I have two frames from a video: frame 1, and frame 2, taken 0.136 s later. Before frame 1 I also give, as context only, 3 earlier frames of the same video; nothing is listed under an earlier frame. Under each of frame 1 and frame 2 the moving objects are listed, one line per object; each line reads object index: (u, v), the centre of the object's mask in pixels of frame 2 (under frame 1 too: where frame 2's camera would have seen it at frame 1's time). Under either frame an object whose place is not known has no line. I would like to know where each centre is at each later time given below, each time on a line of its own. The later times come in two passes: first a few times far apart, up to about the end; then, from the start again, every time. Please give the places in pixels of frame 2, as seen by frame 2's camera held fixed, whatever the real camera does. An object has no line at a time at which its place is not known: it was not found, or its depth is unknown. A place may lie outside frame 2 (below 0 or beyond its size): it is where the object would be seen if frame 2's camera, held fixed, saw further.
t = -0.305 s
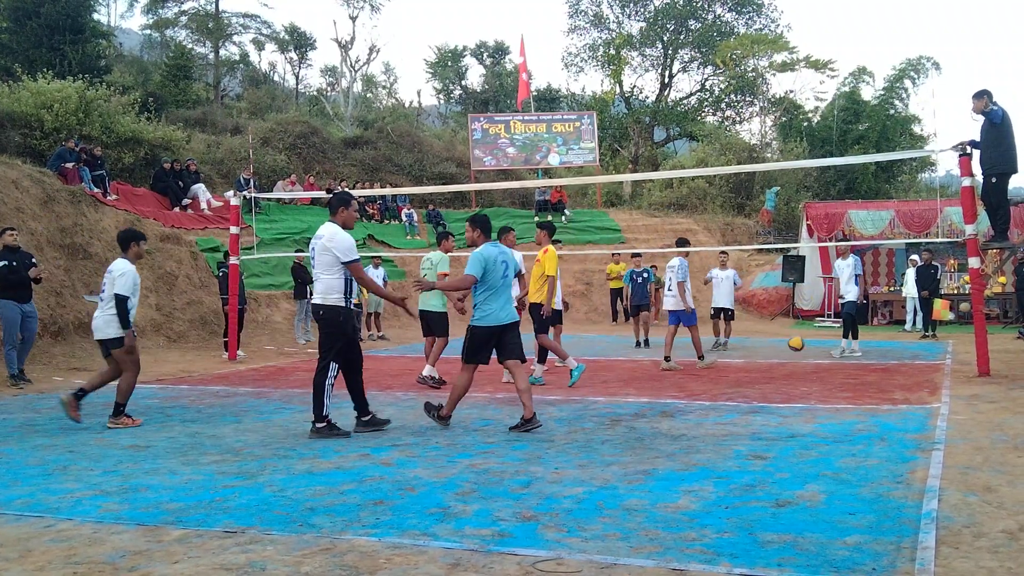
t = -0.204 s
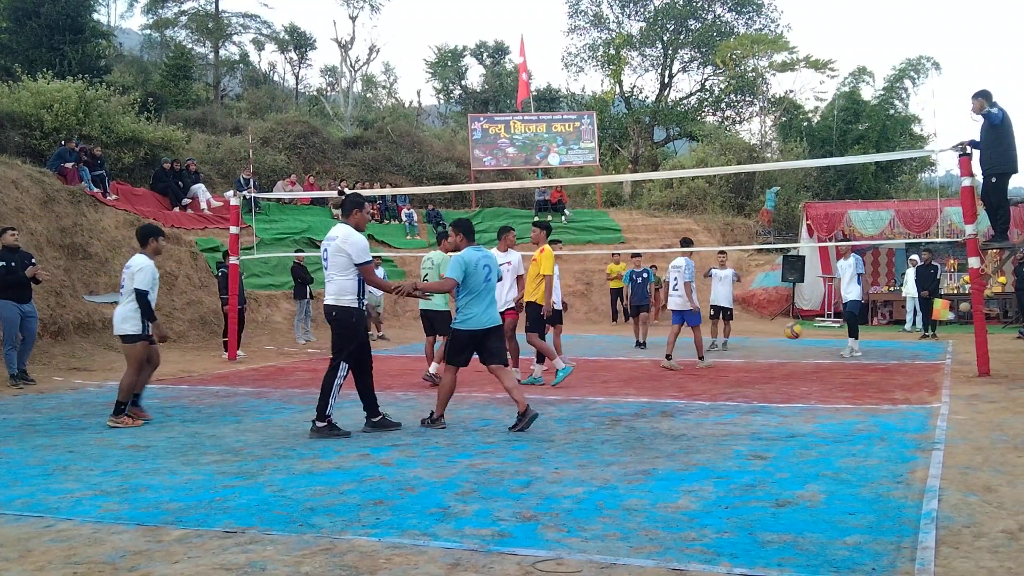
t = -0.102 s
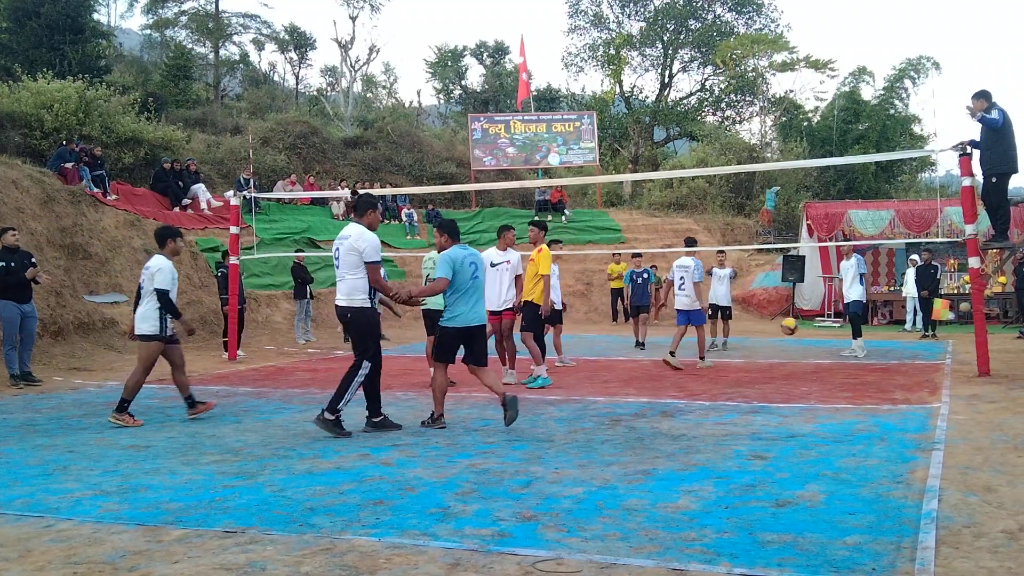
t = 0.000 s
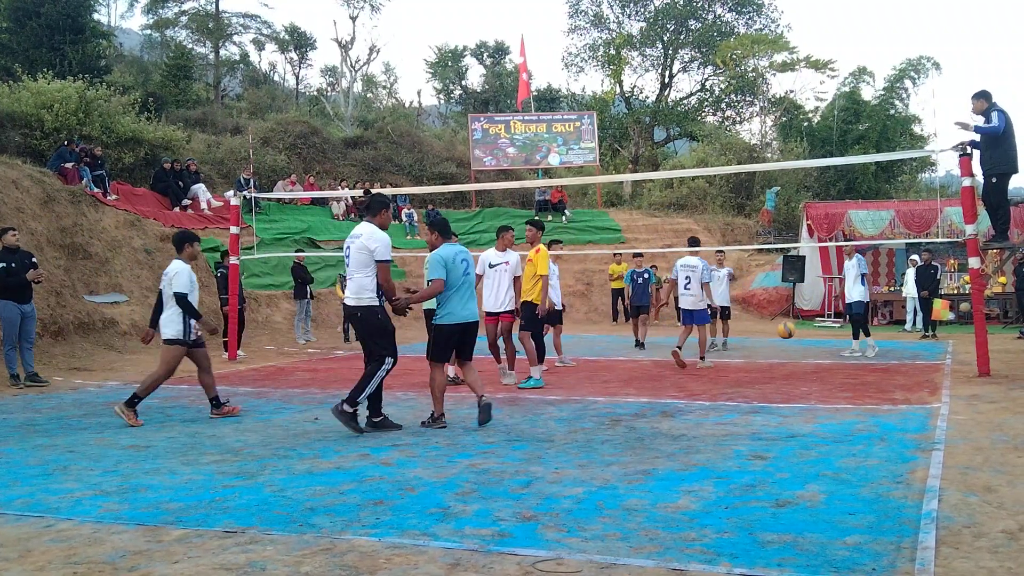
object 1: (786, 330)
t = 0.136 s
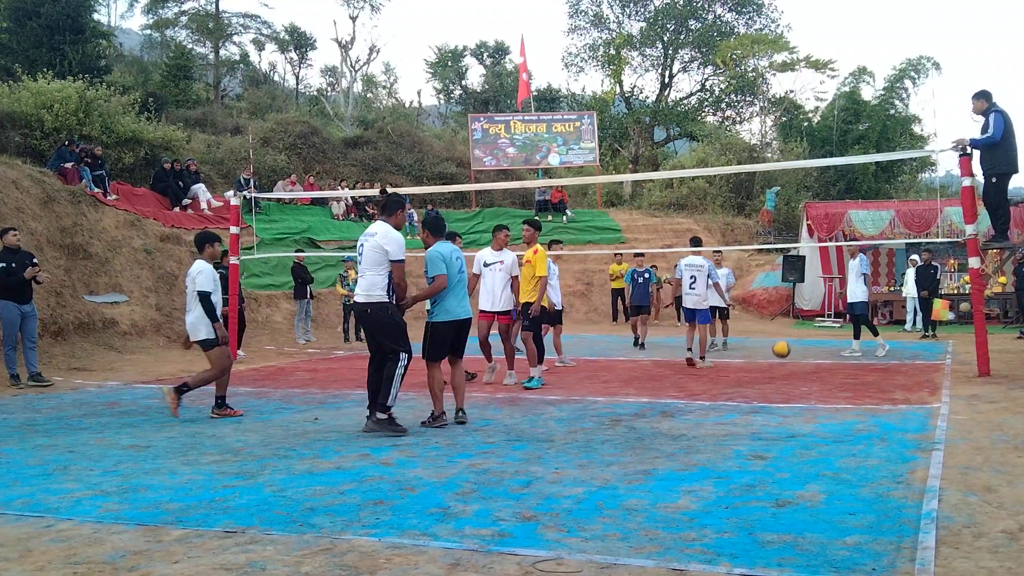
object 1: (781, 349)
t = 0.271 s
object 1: (777, 363)
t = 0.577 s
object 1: (761, 357)
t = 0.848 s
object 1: (747, 366)
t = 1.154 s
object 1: (728, 389)
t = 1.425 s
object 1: (710, 392)
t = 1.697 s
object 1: (691, 400)
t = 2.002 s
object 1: (664, 419)
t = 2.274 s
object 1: (638, 434)
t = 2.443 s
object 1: (619, 438)
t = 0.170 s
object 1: (780, 356)
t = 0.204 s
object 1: (779, 364)
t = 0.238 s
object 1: (778, 369)
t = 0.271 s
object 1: (777, 363)
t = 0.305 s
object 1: (775, 359)
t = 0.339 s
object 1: (773, 355)
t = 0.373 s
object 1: (771, 353)
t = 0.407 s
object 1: (770, 351)
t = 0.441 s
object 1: (768, 350)
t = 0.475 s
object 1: (767, 350)
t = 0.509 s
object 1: (765, 351)
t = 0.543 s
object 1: (764, 353)
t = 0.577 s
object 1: (761, 357)
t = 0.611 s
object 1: (760, 362)
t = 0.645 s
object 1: (758, 368)
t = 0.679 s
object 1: (757, 374)
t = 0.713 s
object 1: (755, 381)
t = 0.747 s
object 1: (753, 375)
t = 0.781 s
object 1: (751, 371)
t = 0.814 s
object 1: (749, 368)
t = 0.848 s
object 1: (747, 366)
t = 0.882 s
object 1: (745, 365)
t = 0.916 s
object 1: (743, 364)
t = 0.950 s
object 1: (741, 366)
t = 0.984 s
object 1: (740, 367)
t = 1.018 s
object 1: (736, 372)
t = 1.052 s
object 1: (734, 376)
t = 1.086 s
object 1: (733, 382)
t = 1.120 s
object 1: (731, 390)
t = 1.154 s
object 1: (728, 389)
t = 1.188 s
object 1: (726, 385)
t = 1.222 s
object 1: (724, 382)
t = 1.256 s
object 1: (722, 381)
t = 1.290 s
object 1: (719, 381)
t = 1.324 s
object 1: (717, 381)
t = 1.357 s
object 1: (714, 384)
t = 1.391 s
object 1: (713, 387)
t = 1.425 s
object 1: (710, 392)
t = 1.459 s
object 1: (708, 400)
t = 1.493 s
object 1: (705, 400)
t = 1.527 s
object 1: (703, 397)
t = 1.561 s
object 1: (700, 395)
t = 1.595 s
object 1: (698, 394)
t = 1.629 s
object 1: (695, 395)
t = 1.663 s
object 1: (693, 397)
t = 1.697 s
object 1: (691, 400)
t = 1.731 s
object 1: (688, 405)
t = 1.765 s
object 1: (686, 412)
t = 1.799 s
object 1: (683, 410)
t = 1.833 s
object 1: (680, 407)
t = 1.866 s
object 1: (676, 407)
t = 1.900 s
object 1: (674, 407)
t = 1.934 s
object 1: (671, 409)
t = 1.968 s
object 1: (668, 413)
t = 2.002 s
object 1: (664, 419)
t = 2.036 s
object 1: (662, 423)
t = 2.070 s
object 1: (658, 420)
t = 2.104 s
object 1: (655, 418)
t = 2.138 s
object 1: (651, 418)
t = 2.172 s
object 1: (649, 419)
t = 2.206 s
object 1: (645, 423)
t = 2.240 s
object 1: (642, 427)
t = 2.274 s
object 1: (638, 434)
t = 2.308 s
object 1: (634, 432)
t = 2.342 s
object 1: (630, 430)
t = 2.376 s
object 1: (626, 431)
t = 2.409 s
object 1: (622, 433)
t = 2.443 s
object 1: (619, 438)
